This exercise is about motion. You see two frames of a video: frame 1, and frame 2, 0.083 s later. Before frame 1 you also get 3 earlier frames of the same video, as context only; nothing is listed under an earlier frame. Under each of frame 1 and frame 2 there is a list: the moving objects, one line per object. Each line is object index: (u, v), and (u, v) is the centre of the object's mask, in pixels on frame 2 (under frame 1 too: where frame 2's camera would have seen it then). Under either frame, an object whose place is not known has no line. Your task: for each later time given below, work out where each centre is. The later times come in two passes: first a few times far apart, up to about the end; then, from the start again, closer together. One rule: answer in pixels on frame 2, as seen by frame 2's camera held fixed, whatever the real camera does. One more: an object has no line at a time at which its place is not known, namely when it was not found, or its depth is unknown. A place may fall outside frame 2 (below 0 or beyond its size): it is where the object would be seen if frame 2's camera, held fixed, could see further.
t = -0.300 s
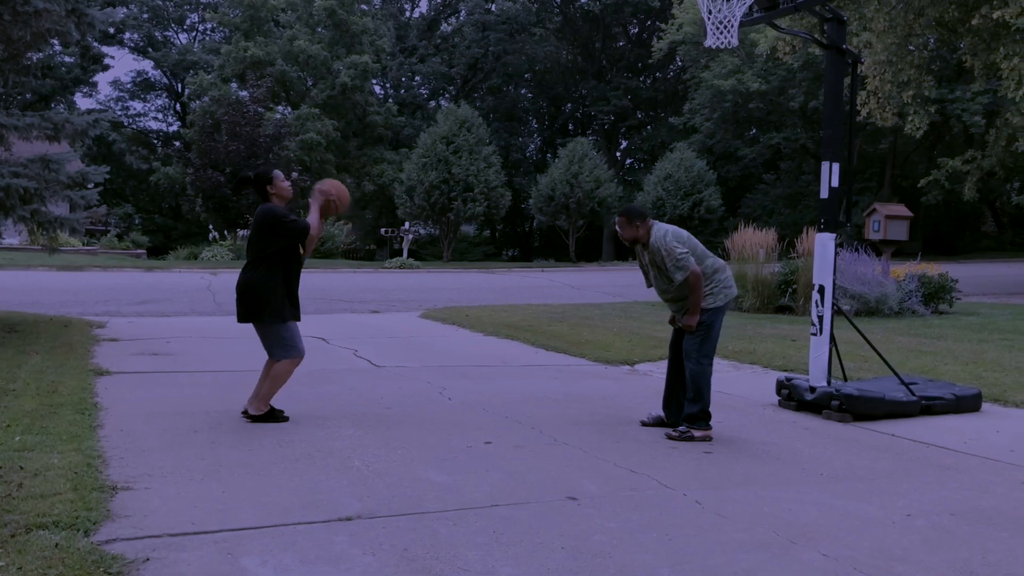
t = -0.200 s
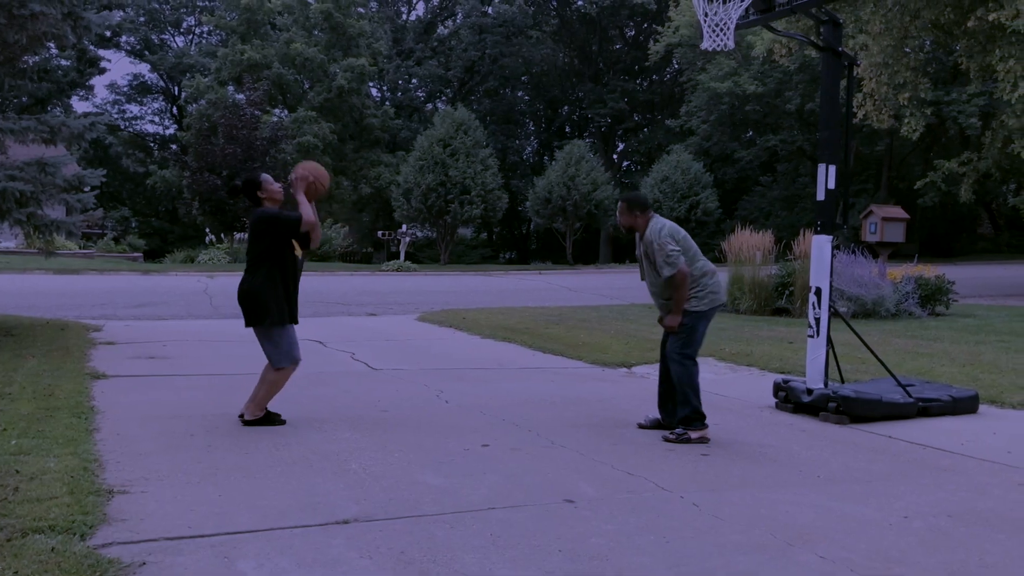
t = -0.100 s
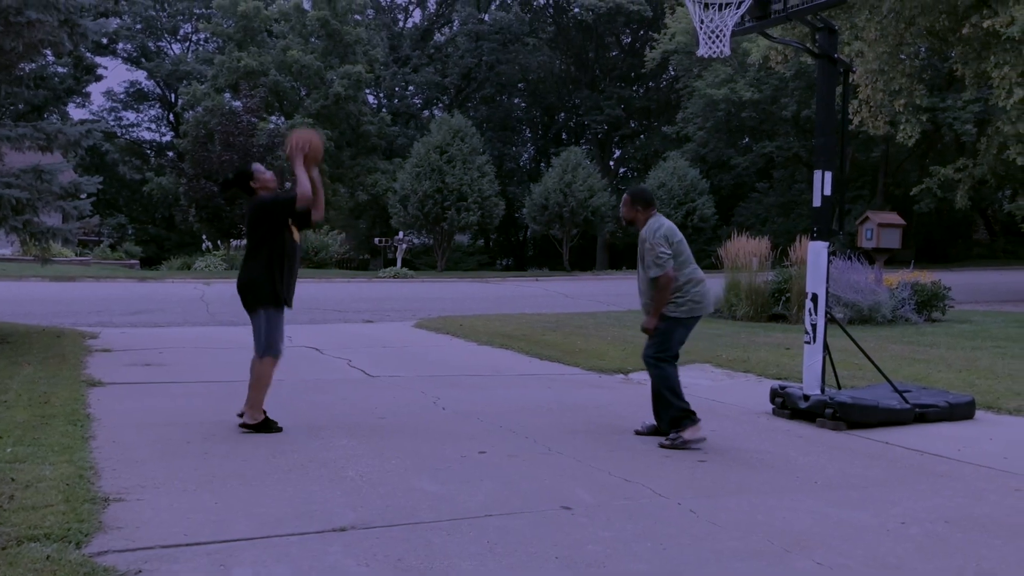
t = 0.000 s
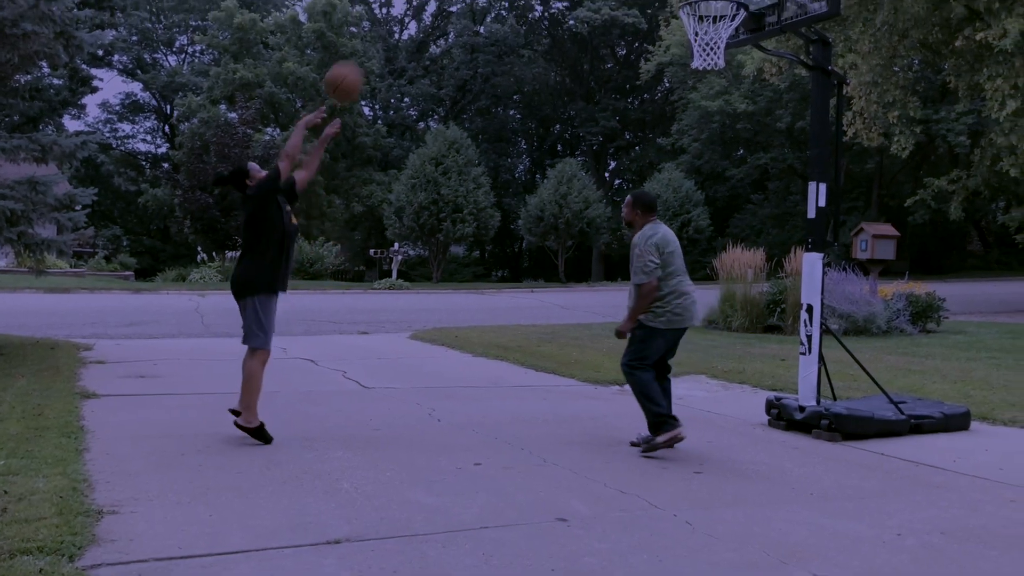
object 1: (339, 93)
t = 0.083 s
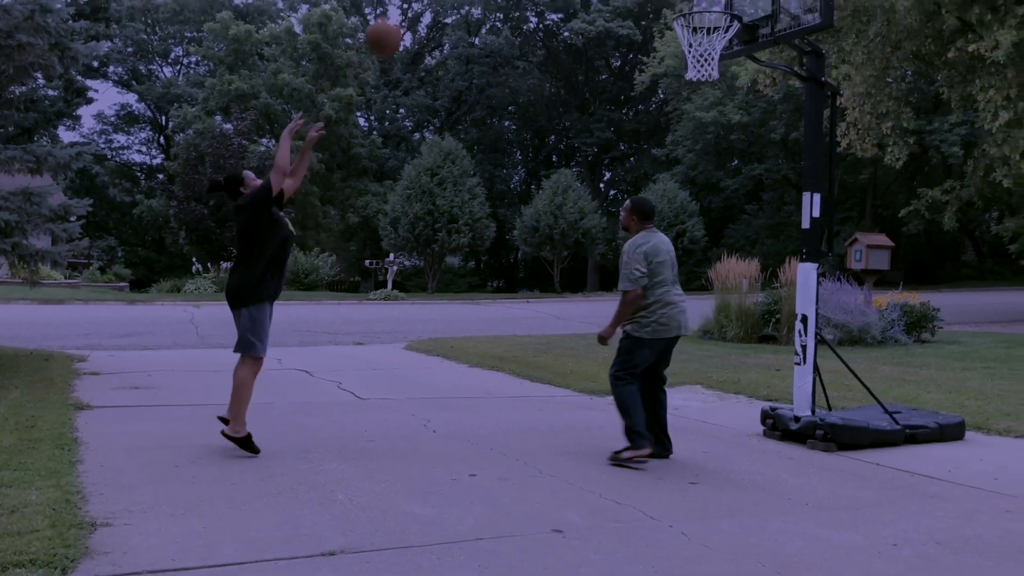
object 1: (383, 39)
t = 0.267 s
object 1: (480, -38)
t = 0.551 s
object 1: (616, -74)
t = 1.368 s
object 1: (552, 102)
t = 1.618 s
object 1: (473, 258)
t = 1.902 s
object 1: (405, 332)
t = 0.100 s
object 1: (393, 27)
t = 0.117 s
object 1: (402, 17)
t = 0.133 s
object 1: (411, 8)
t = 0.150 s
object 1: (420, 0)
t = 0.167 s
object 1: (430, -6)
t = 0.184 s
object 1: (438, -11)
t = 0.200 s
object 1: (446, -17)
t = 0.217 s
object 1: (455, -22)
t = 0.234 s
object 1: (463, -27)
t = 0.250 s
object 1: (472, -33)
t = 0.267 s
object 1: (480, -38)
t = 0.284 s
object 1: (489, -43)
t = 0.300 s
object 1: (496, -49)
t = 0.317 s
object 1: (504, -54)
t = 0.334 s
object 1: (513, -59)
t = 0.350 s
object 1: (521, -64)
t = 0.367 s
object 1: (530, -69)
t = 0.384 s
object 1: (538, -73)
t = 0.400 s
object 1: (546, -76)
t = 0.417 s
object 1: (554, -77)
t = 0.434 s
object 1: (562, -78)
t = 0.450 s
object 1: (570, -78)
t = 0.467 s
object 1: (577, -78)
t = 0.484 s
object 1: (585, -78)
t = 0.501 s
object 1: (593, -77)
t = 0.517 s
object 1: (600, -76)
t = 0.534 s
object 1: (608, -75)
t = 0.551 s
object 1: (616, -74)
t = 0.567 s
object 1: (623, -72)
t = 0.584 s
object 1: (630, -69)
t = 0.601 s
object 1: (638, -66)
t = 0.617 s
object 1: (645, -62)
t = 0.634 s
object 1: (651, -59)
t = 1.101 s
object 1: (639, 10)
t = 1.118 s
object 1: (634, 13)
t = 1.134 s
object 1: (628, 16)
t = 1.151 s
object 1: (620, 22)
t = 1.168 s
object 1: (615, 27)
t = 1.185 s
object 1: (610, 31)
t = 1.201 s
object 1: (603, 37)
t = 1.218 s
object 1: (596, 43)
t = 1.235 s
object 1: (592, 47)
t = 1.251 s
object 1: (586, 53)
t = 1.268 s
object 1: (583, 58)
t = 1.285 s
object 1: (578, 64)
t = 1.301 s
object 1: (573, 71)
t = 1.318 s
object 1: (566, 79)
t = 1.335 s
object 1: (561, 86)
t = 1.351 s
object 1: (557, 94)
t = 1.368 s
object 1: (552, 102)
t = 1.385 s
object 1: (542, 112)
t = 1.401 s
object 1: (537, 121)
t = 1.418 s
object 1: (532, 130)
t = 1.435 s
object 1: (527, 138)
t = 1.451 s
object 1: (522, 147)
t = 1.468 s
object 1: (516, 157)
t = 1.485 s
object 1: (511, 167)
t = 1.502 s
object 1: (506, 179)
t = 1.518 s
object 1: (501, 189)
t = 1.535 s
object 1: (496, 200)
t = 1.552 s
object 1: (491, 210)
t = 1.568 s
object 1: (488, 222)
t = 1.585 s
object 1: (484, 233)
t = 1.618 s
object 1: (473, 258)
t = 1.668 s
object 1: (457, 295)
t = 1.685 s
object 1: (453, 309)
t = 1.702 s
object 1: (448, 324)
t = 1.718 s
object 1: (444, 338)
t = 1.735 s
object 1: (440, 351)
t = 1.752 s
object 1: (436, 367)
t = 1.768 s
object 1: (431, 380)
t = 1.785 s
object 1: (426, 395)
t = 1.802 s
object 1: (422, 403)
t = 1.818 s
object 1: (419, 390)
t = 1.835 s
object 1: (416, 377)
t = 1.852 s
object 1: (413, 366)
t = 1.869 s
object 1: (411, 354)
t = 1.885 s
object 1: (408, 342)
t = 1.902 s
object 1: (405, 332)
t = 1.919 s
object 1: (400, 323)
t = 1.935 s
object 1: (397, 313)
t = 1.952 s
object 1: (395, 302)
